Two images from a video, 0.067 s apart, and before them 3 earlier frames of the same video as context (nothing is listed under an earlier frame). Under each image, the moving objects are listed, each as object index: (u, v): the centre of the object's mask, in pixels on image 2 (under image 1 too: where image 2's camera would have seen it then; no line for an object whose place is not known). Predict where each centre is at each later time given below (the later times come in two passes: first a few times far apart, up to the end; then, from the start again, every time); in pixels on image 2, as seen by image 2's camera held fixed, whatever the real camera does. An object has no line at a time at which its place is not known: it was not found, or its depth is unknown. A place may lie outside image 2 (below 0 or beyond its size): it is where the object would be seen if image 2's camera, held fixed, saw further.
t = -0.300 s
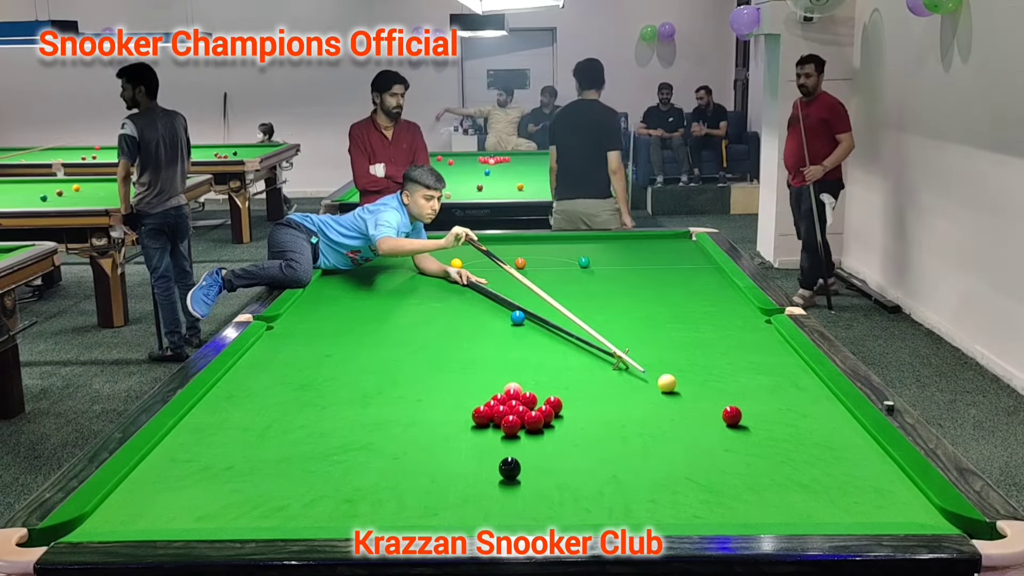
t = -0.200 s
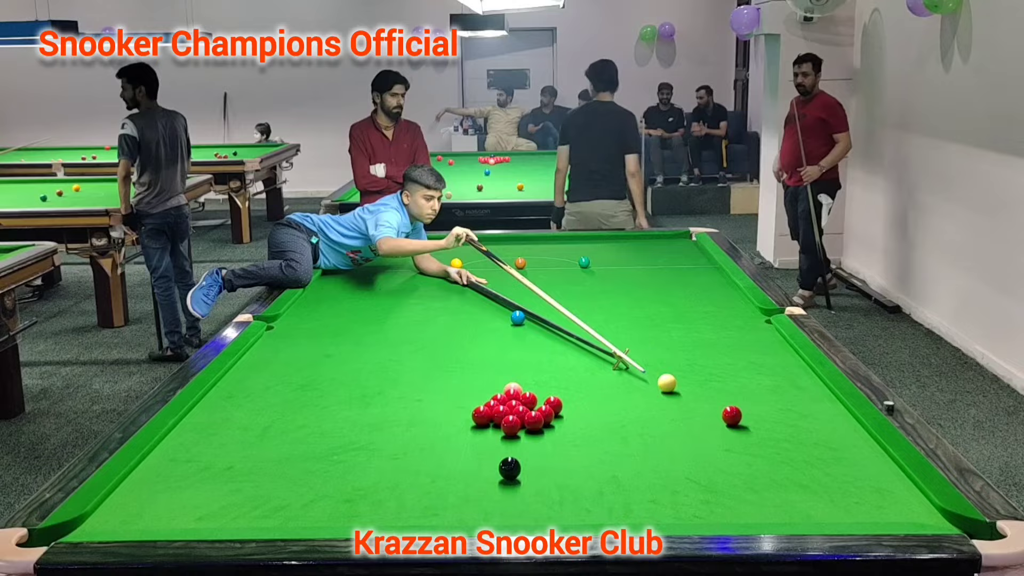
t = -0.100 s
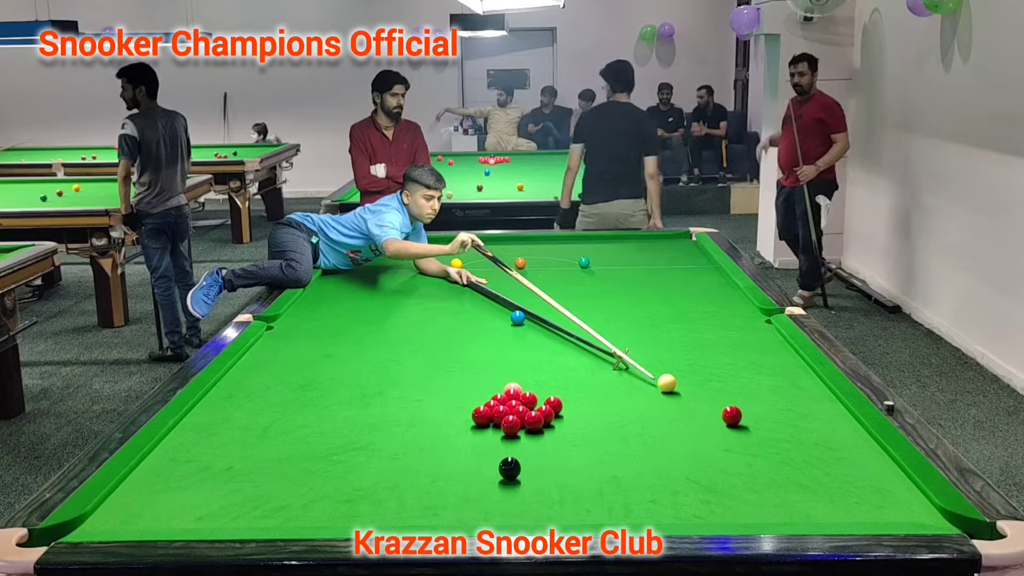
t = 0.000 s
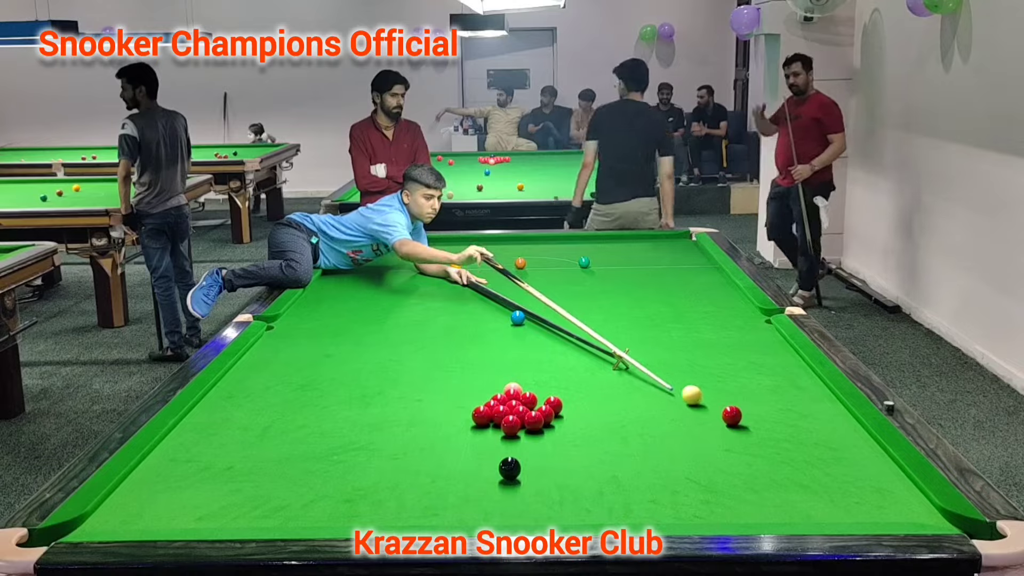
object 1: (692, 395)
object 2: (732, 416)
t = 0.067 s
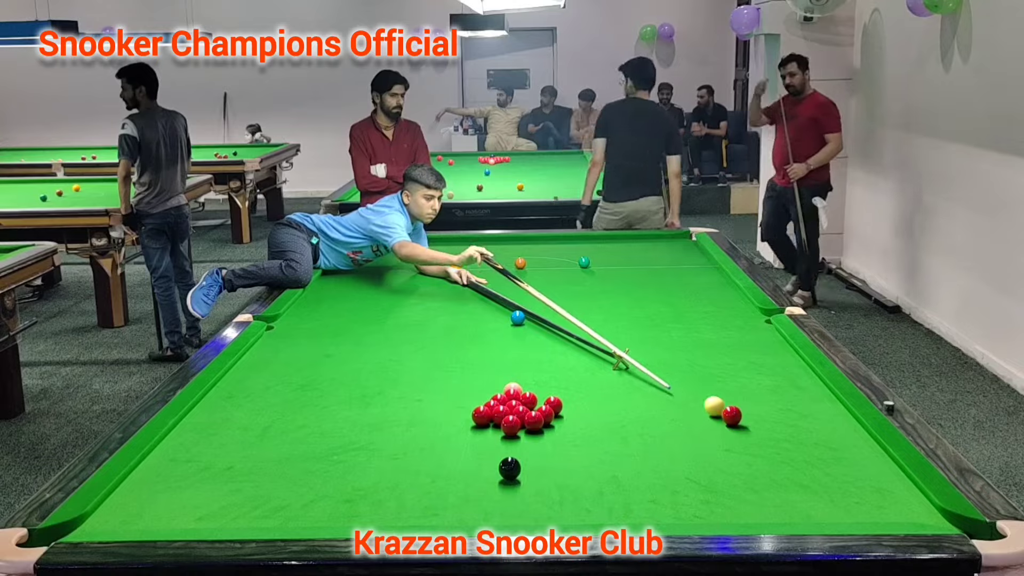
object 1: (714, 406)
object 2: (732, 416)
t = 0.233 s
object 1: (721, 408)
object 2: (778, 440)
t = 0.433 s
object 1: (718, 406)
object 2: (837, 471)
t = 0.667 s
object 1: (716, 405)
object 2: (916, 511)
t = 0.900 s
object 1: (715, 404)
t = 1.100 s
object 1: (715, 403)
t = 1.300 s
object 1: (715, 403)
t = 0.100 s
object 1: (721, 409)
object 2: (736, 418)
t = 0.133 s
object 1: (722, 409)
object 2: (747, 424)
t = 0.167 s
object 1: (722, 409)
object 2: (757, 430)
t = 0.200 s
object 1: (721, 409)
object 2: (768, 435)
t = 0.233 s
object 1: (721, 408)
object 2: (778, 440)
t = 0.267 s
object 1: (720, 408)
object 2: (788, 445)
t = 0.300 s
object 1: (720, 408)
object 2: (797, 450)
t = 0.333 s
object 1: (719, 407)
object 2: (807, 455)
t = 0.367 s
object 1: (719, 407)
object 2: (817, 461)
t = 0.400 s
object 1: (719, 407)
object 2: (827, 466)
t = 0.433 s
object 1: (718, 406)
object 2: (837, 471)
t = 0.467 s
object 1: (718, 406)
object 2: (848, 477)
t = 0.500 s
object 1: (718, 406)
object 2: (858, 482)
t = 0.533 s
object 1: (718, 406)
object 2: (869, 488)
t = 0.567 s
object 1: (717, 405)
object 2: (881, 494)
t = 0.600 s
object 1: (717, 405)
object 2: (892, 500)
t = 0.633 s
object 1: (717, 405)
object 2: (904, 506)
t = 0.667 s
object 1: (716, 405)
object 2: (916, 511)
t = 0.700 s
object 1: (716, 405)
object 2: (929, 516)
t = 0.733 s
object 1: (716, 404)
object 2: (943, 520)
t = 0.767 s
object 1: (716, 404)
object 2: (958, 527)
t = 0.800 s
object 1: (716, 404)
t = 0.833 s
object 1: (716, 404)
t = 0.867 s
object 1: (716, 404)
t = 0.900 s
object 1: (715, 404)
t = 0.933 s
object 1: (715, 404)
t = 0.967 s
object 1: (715, 404)
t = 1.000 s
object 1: (715, 403)
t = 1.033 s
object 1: (715, 403)
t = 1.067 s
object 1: (715, 403)
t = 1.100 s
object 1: (715, 403)
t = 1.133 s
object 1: (715, 403)
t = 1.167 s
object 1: (715, 403)
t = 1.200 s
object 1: (715, 403)
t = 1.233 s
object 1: (715, 403)
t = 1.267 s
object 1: (715, 403)
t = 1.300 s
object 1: (715, 403)
